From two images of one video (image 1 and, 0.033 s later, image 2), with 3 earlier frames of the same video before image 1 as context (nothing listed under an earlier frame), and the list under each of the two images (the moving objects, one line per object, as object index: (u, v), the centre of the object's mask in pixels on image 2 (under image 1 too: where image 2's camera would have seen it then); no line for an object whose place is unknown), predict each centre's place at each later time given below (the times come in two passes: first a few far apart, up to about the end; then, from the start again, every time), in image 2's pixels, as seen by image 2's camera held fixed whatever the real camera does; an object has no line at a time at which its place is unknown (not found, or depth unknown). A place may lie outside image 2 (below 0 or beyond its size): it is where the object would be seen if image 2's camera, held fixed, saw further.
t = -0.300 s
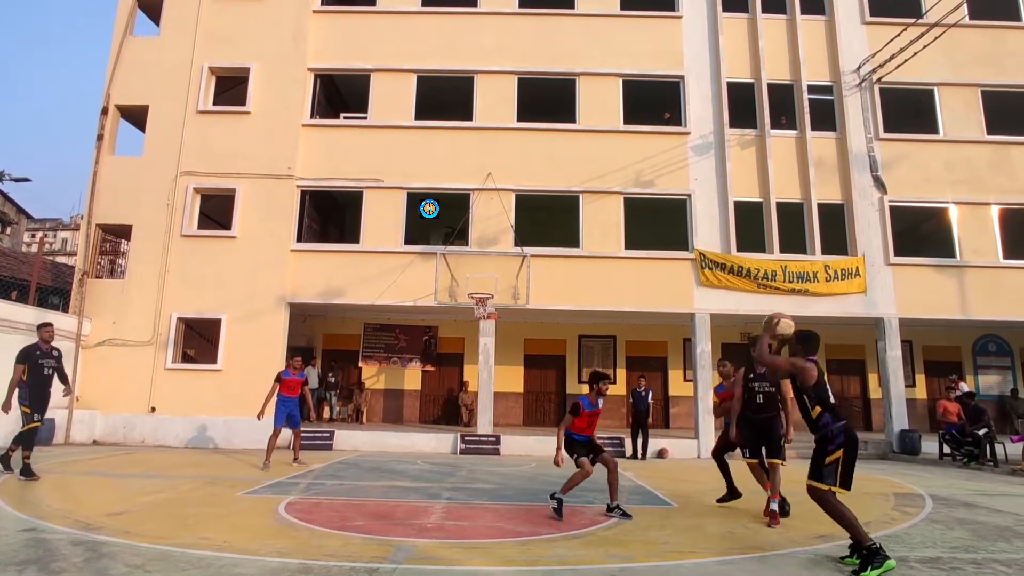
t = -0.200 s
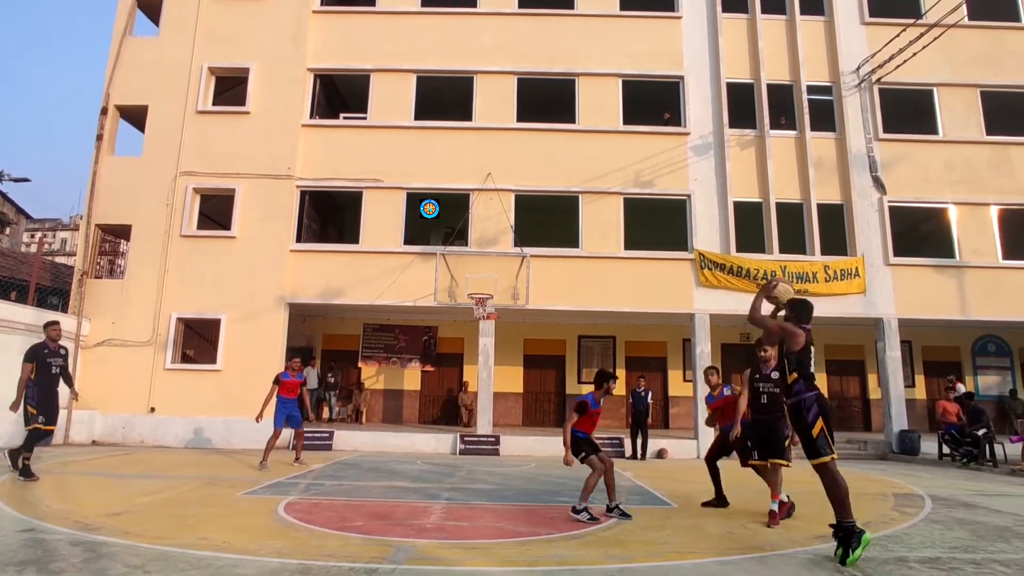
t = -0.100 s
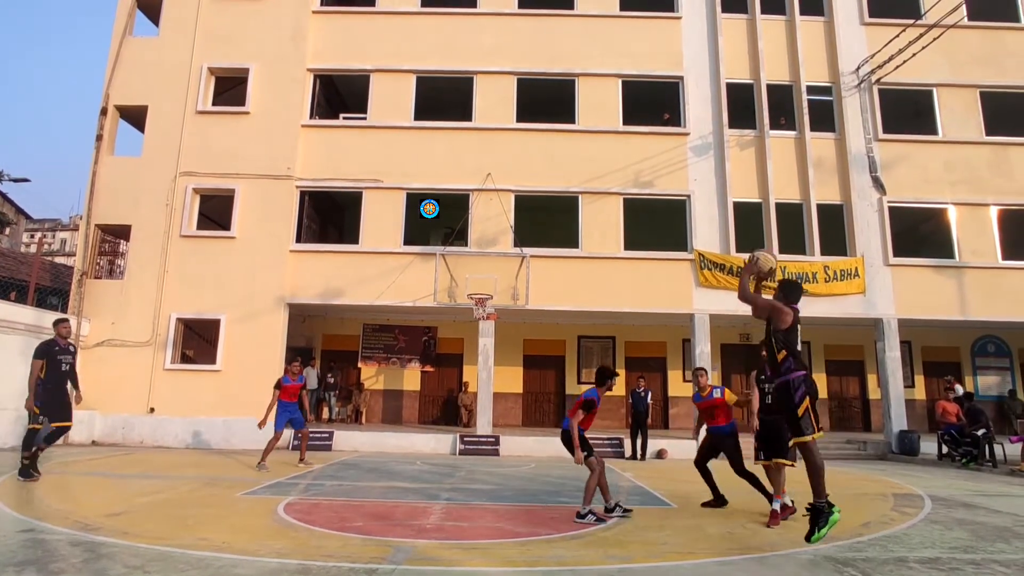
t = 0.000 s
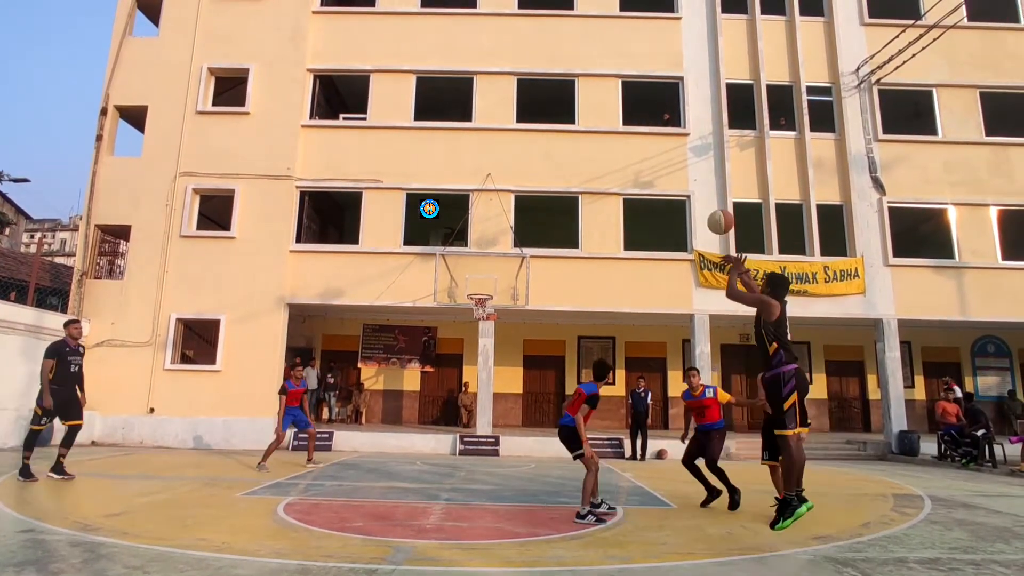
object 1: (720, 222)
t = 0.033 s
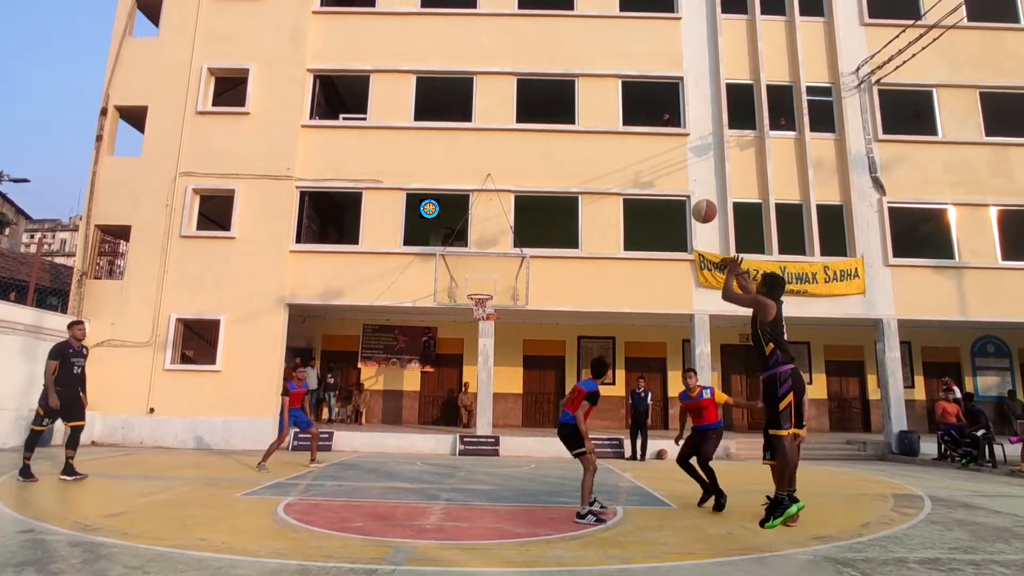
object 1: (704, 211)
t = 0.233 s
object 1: (629, 179)
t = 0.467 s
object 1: (570, 186)
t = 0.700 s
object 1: (528, 221)
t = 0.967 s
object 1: (490, 286)
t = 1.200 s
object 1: (477, 278)
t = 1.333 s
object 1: (469, 273)
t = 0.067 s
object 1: (689, 202)
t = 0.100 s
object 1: (676, 194)
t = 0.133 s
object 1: (663, 188)
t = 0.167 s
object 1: (651, 185)
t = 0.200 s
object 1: (639, 181)
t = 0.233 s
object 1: (629, 179)
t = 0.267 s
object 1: (619, 178)
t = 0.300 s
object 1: (610, 177)
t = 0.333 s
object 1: (601, 177)
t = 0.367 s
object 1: (593, 178)
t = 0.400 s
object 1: (585, 180)
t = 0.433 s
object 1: (577, 182)
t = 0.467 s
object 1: (570, 186)
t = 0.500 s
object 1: (563, 189)
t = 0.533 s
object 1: (557, 193)
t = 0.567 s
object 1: (551, 198)
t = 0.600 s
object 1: (545, 203)
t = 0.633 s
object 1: (539, 209)
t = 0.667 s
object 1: (533, 215)
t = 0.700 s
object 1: (528, 221)
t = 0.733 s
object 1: (523, 228)
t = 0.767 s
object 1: (518, 235)
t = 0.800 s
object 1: (513, 243)
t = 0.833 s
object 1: (508, 251)
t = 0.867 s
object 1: (504, 260)
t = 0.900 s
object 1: (499, 268)
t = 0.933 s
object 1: (495, 277)
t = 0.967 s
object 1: (490, 286)
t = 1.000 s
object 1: (488, 288)
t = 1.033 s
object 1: (486, 286)
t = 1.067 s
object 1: (483, 285)
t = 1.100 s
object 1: (482, 284)
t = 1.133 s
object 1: (480, 283)
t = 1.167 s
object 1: (479, 280)
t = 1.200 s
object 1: (477, 278)
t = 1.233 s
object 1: (475, 276)
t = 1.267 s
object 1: (473, 274)
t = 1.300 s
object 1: (471, 273)
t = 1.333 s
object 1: (469, 273)
